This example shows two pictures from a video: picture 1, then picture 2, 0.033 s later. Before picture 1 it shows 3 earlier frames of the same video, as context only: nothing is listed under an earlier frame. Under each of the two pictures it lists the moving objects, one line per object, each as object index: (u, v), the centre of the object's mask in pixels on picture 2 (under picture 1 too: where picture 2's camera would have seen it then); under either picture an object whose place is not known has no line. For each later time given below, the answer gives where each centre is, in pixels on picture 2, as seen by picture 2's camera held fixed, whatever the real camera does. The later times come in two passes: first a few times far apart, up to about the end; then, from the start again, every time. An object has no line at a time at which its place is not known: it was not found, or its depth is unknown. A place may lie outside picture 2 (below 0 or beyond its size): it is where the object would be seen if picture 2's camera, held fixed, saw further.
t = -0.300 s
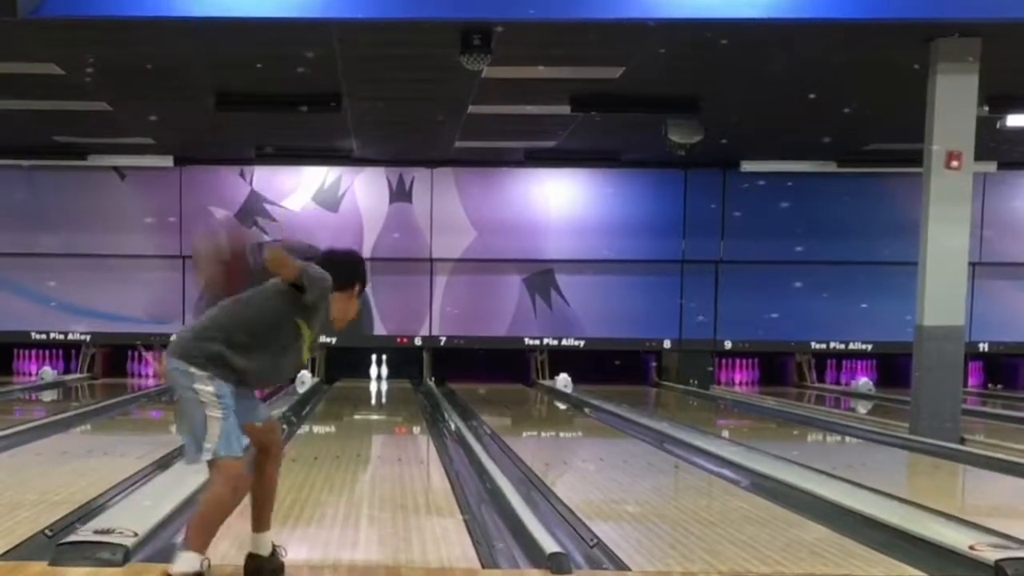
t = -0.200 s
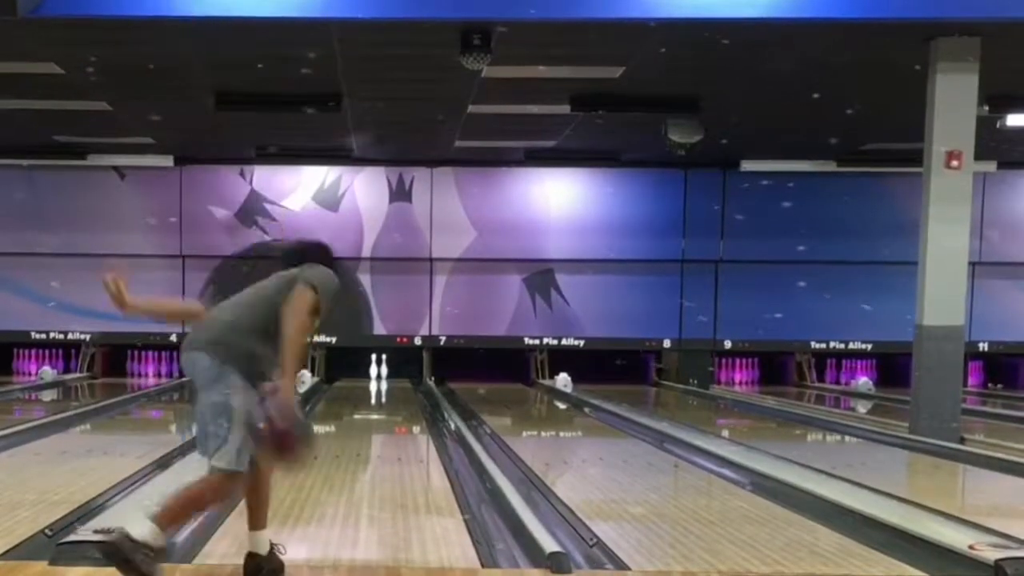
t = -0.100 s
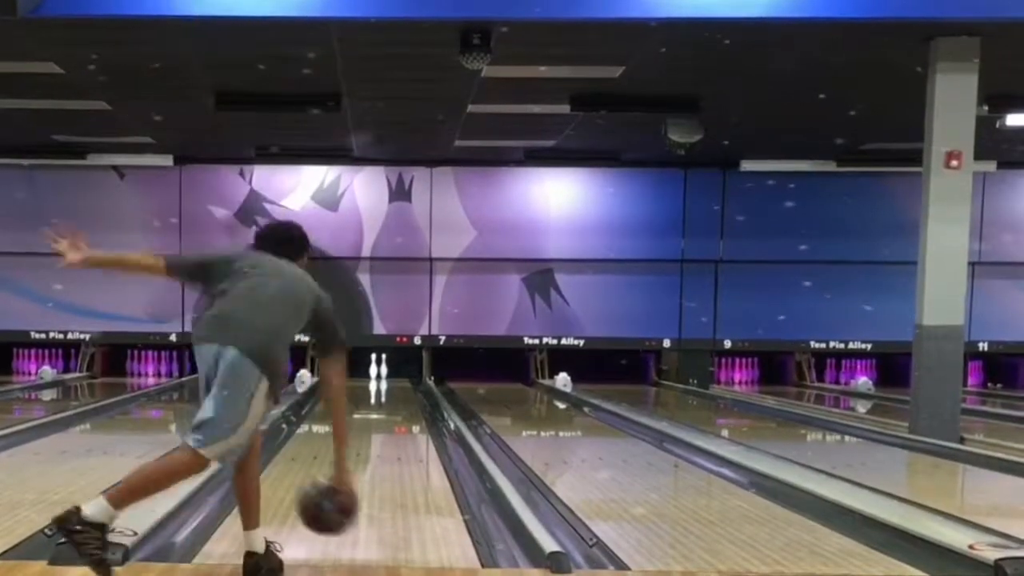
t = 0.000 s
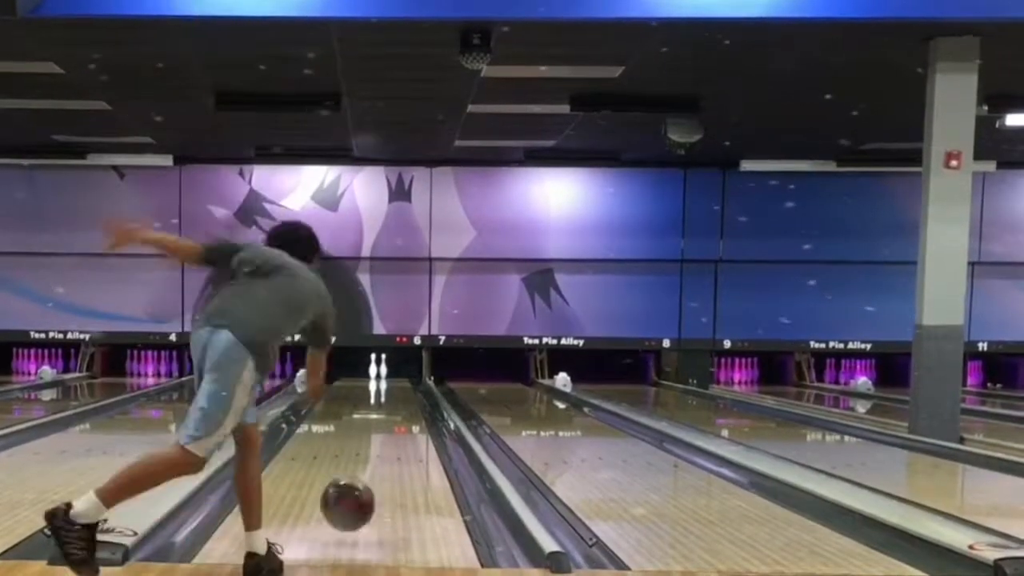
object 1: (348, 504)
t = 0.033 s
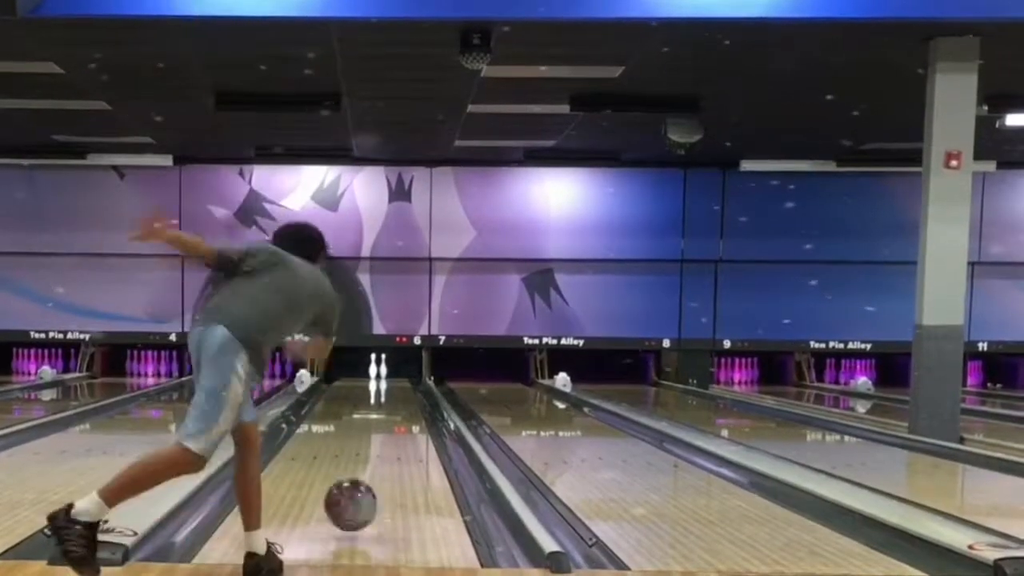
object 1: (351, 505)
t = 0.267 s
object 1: (370, 477)
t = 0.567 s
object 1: (385, 446)
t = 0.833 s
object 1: (392, 432)
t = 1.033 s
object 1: (396, 420)
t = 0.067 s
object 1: (354, 506)
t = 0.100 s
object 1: (357, 497)
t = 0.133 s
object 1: (360, 491)
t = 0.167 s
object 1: (362, 490)
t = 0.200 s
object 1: (365, 486)
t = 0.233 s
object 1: (367, 482)
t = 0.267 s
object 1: (370, 477)
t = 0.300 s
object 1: (372, 473)
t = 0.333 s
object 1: (373, 471)
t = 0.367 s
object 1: (376, 466)
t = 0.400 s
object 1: (376, 462)
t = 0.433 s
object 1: (378, 459)
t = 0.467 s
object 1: (381, 456)
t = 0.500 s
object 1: (382, 454)
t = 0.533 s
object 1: (383, 450)
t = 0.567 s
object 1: (385, 446)
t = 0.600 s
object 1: (386, 444)
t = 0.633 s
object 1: (389, 442)
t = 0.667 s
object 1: (390, 441)
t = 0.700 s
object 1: (390, 439)
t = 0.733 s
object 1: (389, 436)
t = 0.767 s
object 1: (391, 433)
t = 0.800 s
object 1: (390, 434)
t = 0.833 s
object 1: (392, 432)
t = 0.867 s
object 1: (393, 429)
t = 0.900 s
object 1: (393, 427)
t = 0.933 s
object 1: (393, 425)
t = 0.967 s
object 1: (394, 424)
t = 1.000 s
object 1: (396, 422)
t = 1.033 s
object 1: (396, 420)
